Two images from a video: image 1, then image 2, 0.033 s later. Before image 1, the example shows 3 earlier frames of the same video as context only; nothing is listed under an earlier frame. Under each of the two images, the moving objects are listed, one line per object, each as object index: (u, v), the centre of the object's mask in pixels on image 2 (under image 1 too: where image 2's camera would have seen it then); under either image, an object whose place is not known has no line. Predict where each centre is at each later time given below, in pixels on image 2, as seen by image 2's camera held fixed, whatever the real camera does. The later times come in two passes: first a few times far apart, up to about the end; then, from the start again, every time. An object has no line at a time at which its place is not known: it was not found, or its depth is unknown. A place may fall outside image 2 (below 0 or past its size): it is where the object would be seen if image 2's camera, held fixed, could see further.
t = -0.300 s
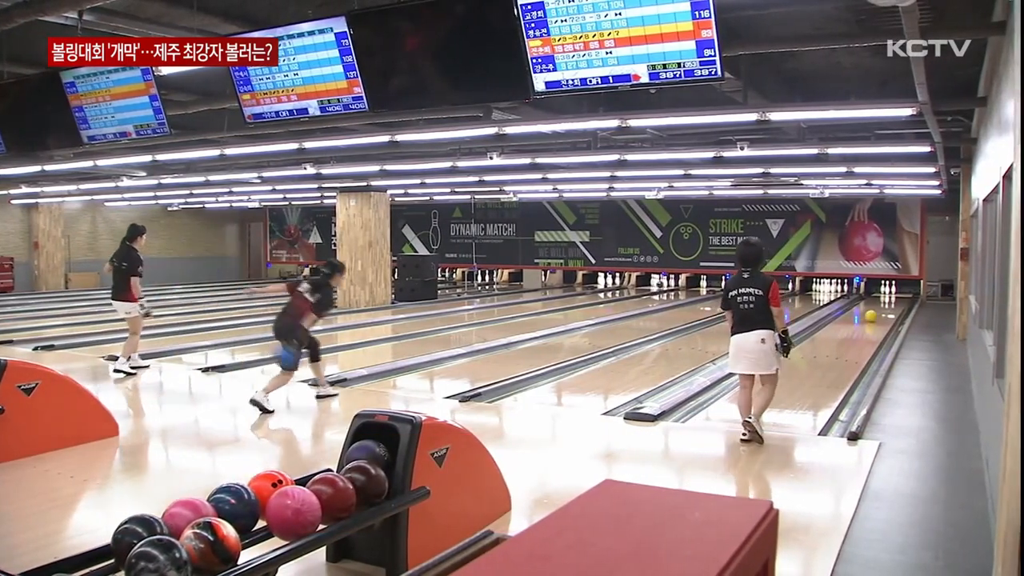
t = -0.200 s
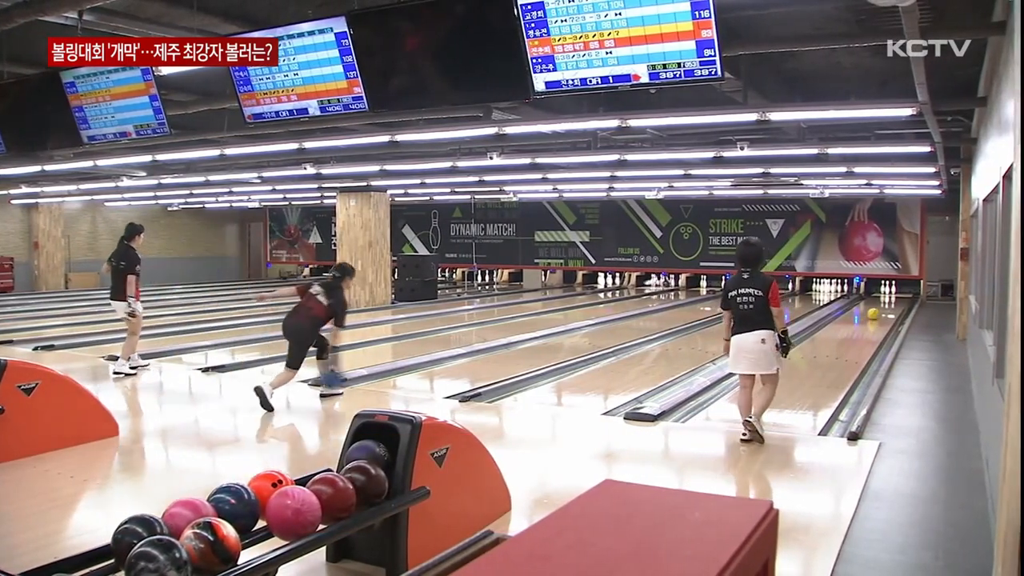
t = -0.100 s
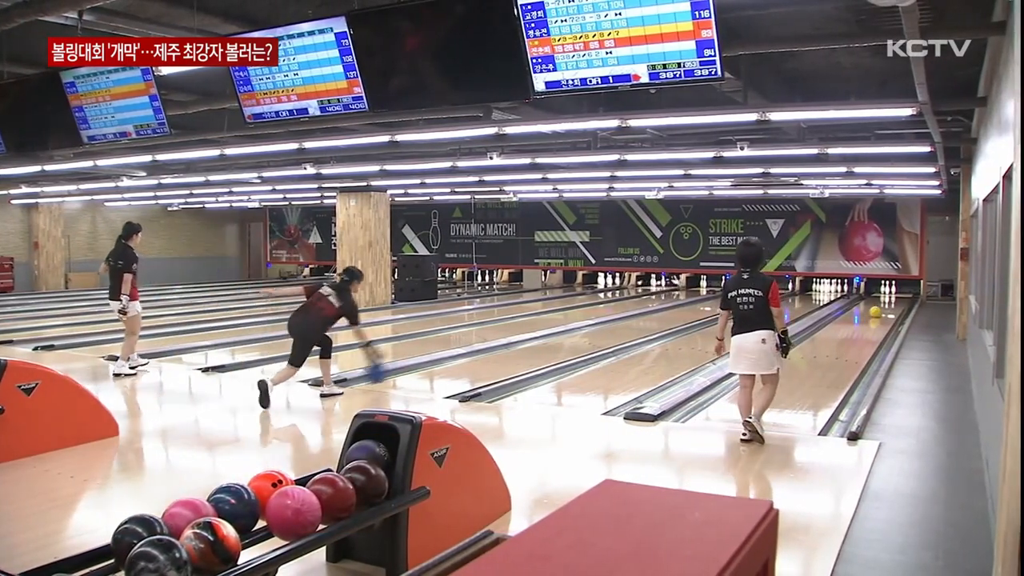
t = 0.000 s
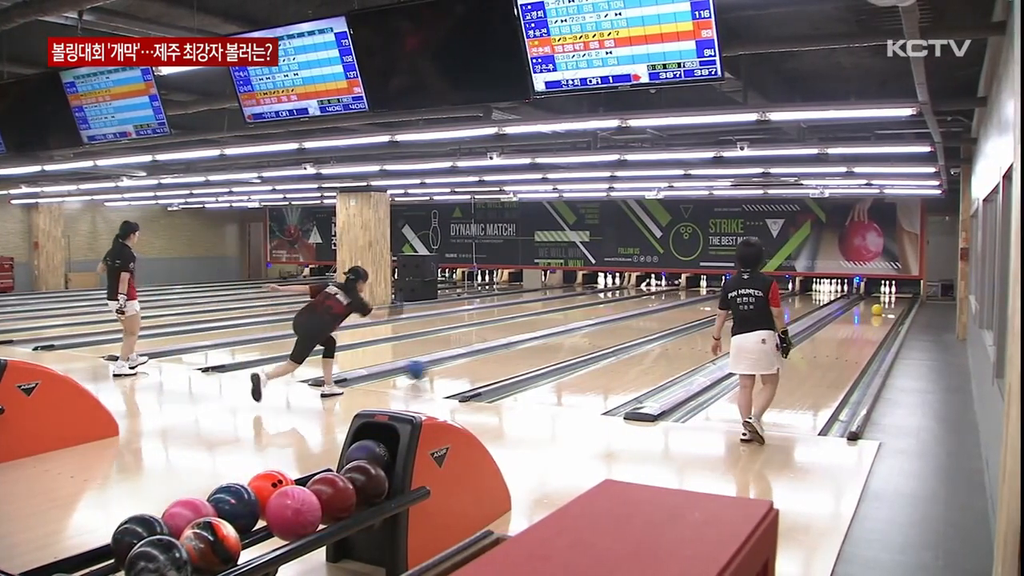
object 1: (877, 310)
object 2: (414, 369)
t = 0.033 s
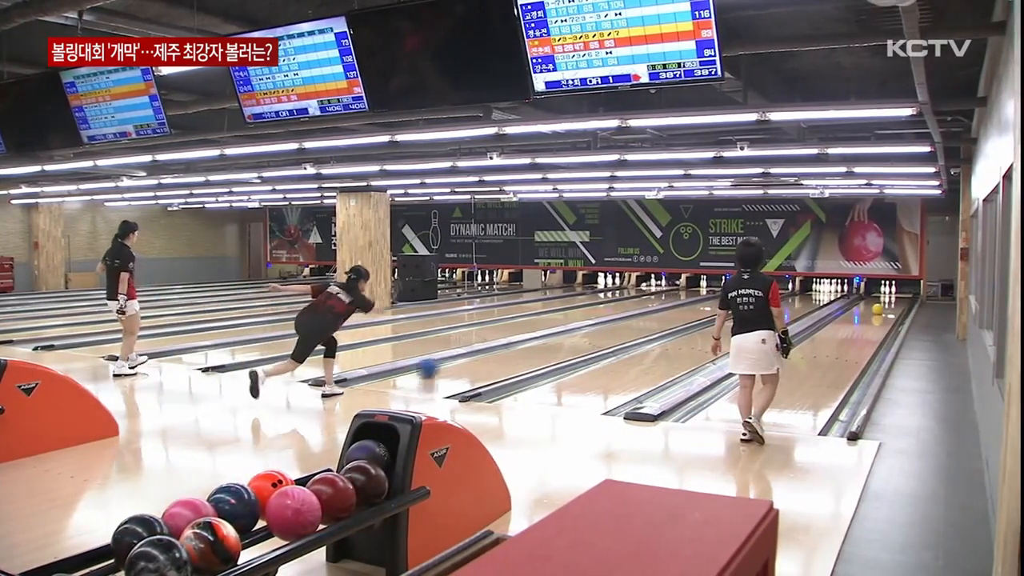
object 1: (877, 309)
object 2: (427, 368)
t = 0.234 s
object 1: (880, 305)
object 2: (491, 355)
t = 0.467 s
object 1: (884, 302)
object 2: (551, 341)
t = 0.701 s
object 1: (886, 299)
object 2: (597, 331)
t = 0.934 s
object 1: (888, 297)
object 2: (636, 323)
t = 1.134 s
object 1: (889, 295)
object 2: (663, 317)
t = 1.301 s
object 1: (890, 293)
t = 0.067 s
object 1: (878, 308)
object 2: (439, 366)
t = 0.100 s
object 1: (878, 308)
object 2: (450, 363)
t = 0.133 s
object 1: (879, 307)
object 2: (461, 360)
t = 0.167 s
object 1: (879, 306)
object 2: (471, 359)
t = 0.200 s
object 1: (879, 306)
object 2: (481, 357)
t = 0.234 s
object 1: (880, 305)
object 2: (491, 355)
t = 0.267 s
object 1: (880, 305)
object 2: (501, 353)
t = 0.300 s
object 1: (881, 304)
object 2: (510, 351)
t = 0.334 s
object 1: (882, 304)
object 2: (518, 349)
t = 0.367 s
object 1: (882, 304)
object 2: (527, 347)
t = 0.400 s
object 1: (882, 303)
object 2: (535, 345)
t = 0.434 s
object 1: (883, 303)
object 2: (544, 343)
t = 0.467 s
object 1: (884, 302)
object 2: (551, 341)
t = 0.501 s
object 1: (884, 302)
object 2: (558, 340)
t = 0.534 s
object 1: (885, 302)
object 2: (565, 339)
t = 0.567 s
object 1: (885, 301)
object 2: (572, 336)
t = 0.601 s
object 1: (886, 301)
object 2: (579, 335)
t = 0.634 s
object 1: (886, 300)
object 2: (585, 333)
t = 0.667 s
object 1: (886, 300)
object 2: (592, 332)
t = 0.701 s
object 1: (886, 299)
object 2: (597, 331)
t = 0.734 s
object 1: (887, 299)
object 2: (604, 330)
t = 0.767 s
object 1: (887, 299)
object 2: (609, 328)
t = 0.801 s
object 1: (887, 298)
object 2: (615, 327)
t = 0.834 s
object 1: (888, 298)
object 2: (620, 326)
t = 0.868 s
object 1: (888, 298)
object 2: (625, 325)
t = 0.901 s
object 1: (888, 297)
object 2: (631, 324)
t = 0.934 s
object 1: (888, 297)
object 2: (636, 323)
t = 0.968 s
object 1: (888, 297)
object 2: (640, 321)
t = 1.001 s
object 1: (888, 296)
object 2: (645, 320)
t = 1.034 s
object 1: (889, 296)
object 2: (650, 319)
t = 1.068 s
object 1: (889, 295)
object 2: (654, 318)
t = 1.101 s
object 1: (889, 295)
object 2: (659, 318)
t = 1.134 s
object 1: (889, 295)
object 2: (663, 317)
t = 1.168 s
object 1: (889, 294)
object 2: (667, 316)
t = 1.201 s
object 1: (889, 294)
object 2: (671, 315)
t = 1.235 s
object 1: (890, 293)
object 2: (675, 314)
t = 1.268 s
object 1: (890, 293)
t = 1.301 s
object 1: (890, 293)
